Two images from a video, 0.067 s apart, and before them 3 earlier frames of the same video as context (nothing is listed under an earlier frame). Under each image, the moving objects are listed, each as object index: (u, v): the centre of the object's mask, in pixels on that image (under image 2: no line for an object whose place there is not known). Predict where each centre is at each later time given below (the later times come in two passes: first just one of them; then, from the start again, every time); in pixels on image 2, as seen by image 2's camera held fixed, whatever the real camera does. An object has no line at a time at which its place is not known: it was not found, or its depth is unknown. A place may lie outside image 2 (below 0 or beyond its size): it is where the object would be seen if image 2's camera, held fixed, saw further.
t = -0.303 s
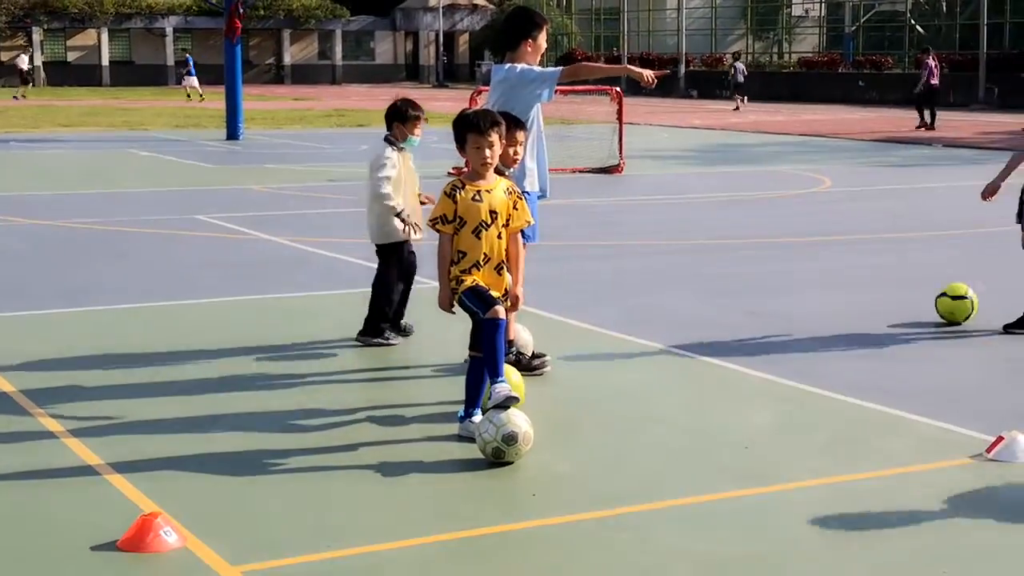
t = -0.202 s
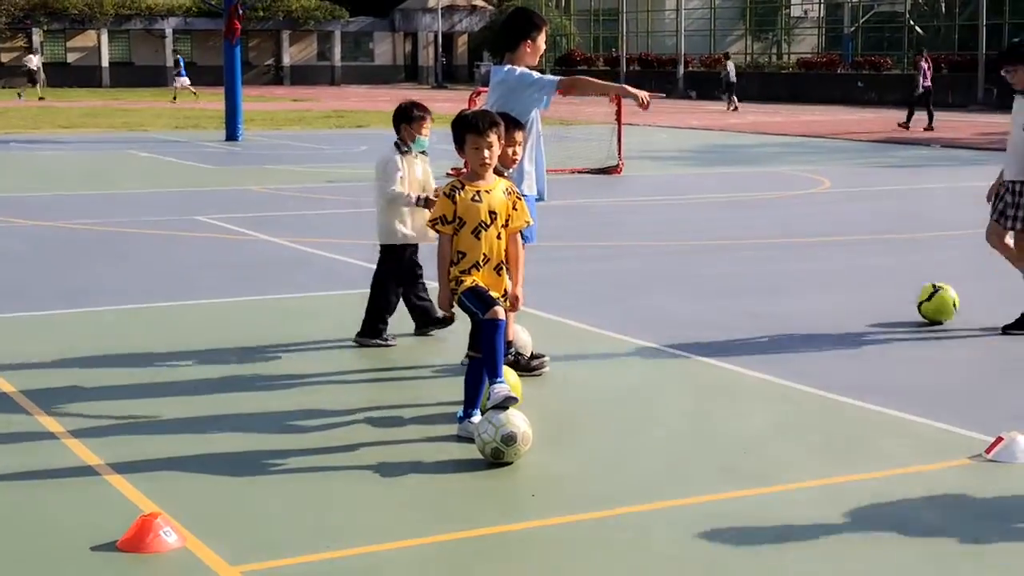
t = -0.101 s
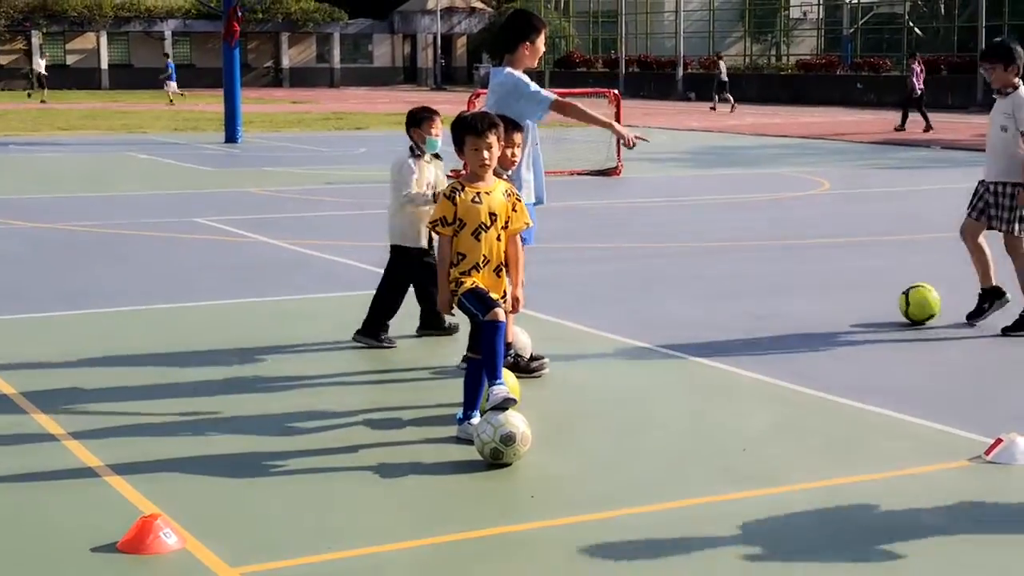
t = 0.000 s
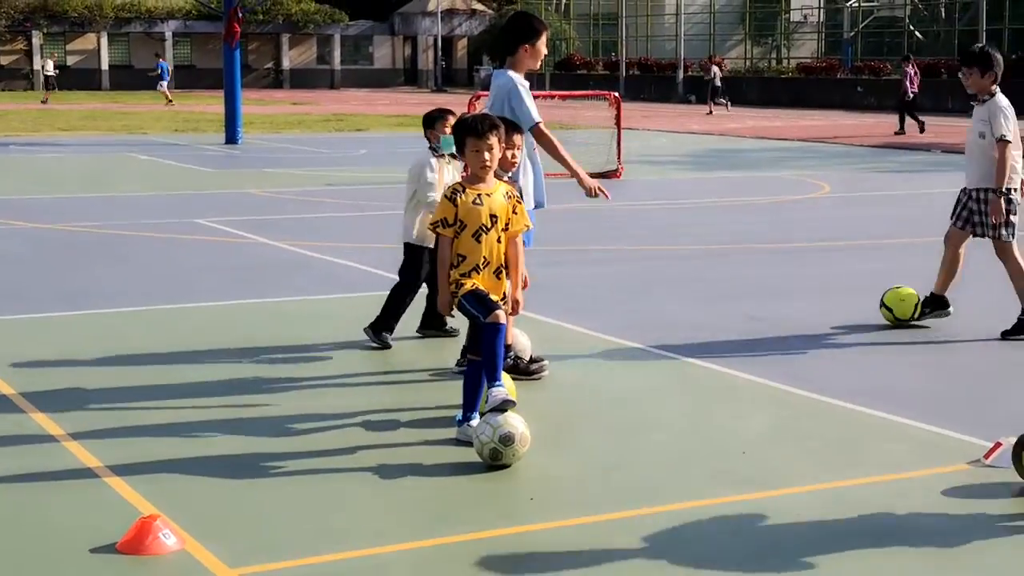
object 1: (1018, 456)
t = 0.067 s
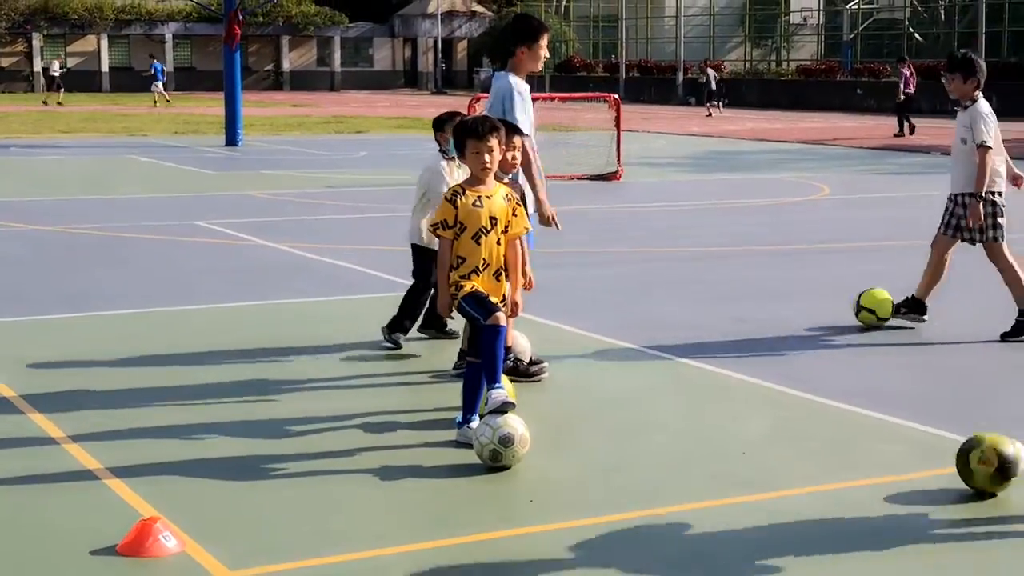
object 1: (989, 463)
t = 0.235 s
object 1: (843, 474)
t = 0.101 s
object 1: (959, 464)
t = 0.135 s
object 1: (931, 467)
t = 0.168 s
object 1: (901, 469)
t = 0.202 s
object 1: (872, 472)
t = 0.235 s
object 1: (843, 474)
